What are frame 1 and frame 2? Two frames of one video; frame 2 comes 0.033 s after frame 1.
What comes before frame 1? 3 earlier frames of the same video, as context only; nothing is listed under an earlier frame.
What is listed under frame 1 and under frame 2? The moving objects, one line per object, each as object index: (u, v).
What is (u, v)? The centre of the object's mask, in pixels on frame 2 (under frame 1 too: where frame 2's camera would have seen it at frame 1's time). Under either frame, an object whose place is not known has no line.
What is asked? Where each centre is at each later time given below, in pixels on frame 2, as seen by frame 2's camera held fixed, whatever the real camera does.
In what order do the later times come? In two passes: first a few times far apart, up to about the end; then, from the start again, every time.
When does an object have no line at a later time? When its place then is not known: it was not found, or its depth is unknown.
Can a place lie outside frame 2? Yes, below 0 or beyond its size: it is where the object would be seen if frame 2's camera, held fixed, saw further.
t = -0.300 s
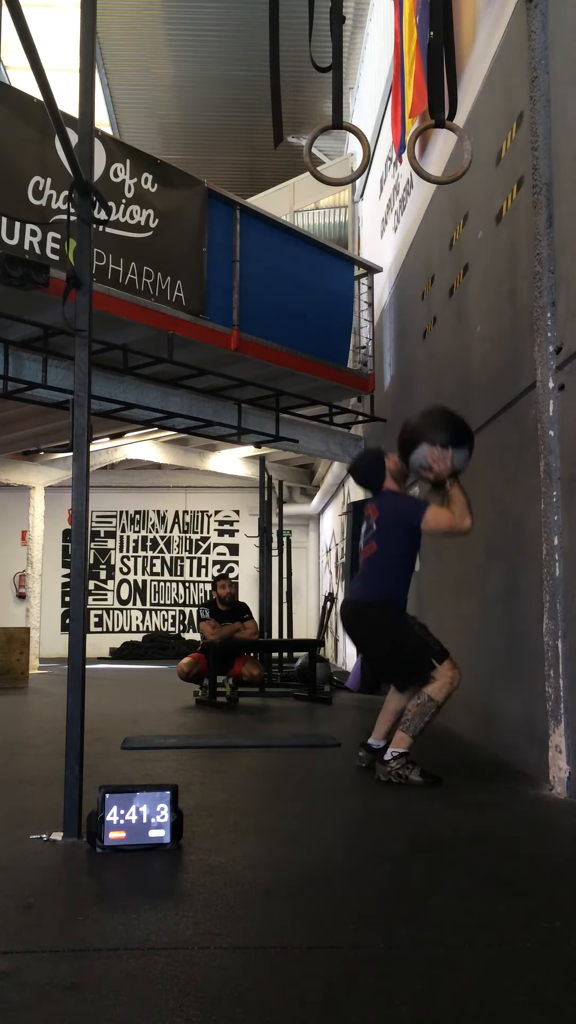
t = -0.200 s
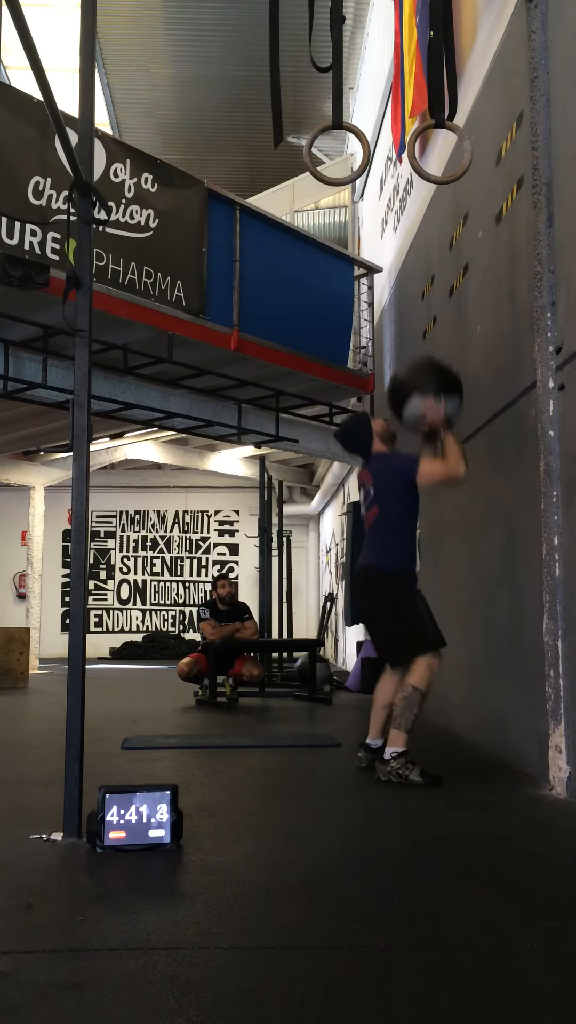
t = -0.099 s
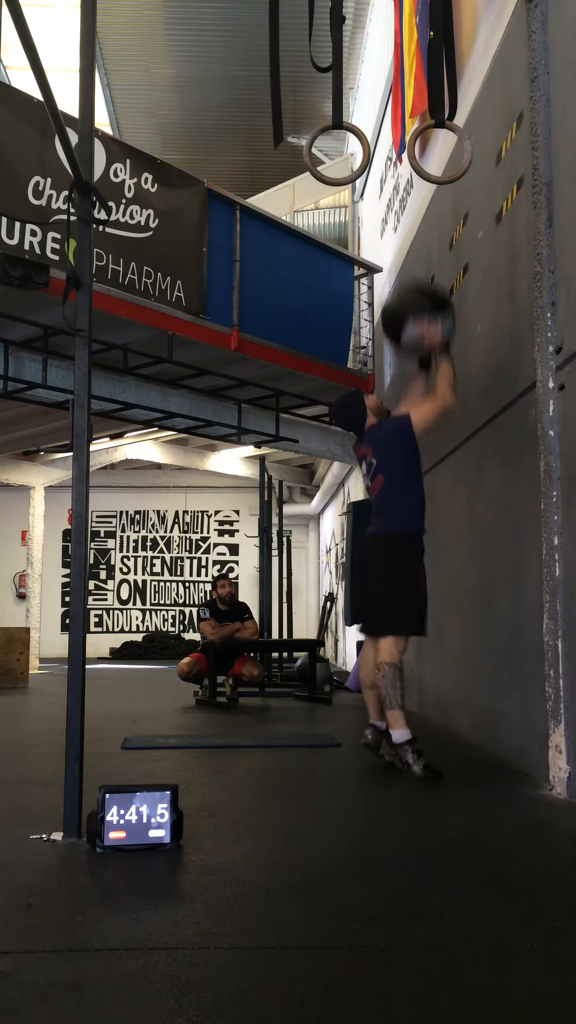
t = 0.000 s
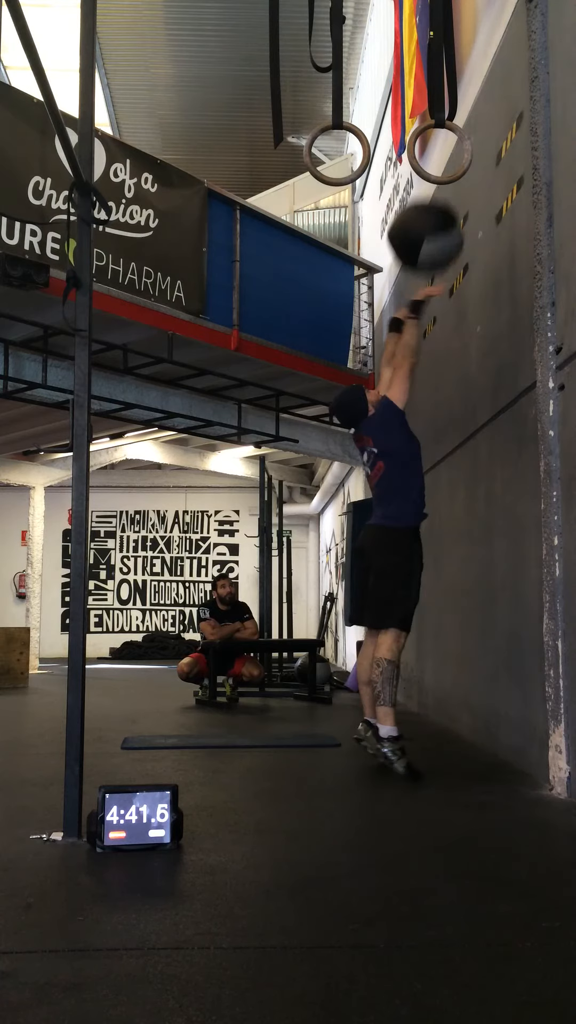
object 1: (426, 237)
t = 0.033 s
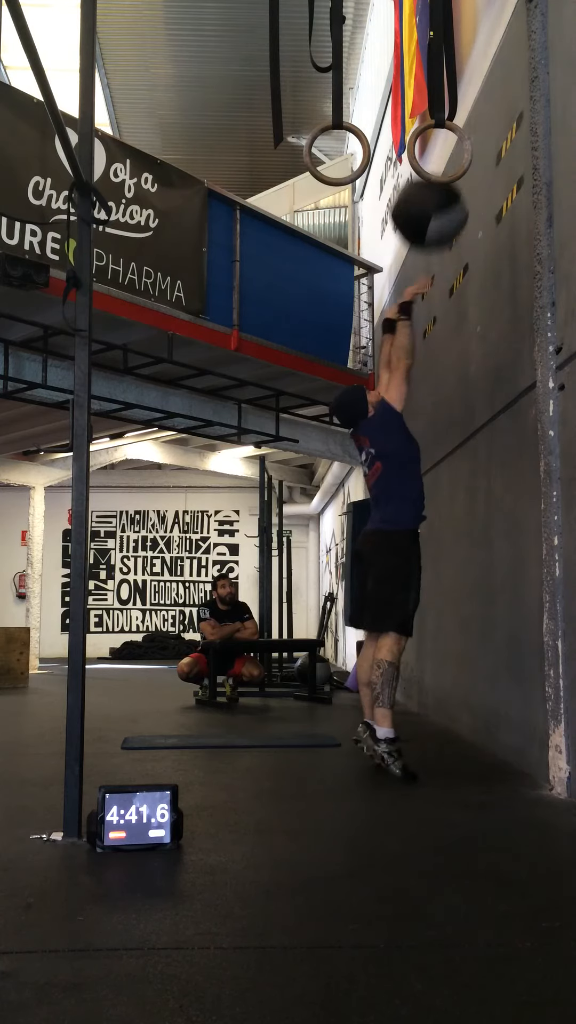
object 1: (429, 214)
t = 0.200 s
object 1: (446, 133)
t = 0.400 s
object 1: (475, 95)
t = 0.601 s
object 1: (471, 139)
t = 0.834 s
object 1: (460, 280)
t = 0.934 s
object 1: (459, 370)
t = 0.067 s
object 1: (432, 193)
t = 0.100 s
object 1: (435, 173)
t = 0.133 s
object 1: (432, 156)
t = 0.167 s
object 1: (440, 144)
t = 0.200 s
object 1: (446, 133)
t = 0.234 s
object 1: (452, 120)
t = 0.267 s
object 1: (456, 111)
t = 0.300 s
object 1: (469, 100)
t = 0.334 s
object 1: (470, 97)
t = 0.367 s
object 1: (472, 96)
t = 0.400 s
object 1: (475, 95)
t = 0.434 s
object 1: (476, 98)
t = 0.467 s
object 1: (479, 102)
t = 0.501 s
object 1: (480, 107)
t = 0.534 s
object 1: (481, 114)
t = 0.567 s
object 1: (473, 127)
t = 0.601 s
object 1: (471, 139)
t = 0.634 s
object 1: (463, 152)
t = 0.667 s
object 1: (468, 169)
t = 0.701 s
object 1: (467, 192)
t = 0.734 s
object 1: (463, 208)
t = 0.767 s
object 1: (461, 227)
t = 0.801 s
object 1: (460, 253)
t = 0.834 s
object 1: (460, 280)
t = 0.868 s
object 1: (459, 310)
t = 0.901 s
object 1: (459, 341)
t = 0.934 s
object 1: (459, 370)
